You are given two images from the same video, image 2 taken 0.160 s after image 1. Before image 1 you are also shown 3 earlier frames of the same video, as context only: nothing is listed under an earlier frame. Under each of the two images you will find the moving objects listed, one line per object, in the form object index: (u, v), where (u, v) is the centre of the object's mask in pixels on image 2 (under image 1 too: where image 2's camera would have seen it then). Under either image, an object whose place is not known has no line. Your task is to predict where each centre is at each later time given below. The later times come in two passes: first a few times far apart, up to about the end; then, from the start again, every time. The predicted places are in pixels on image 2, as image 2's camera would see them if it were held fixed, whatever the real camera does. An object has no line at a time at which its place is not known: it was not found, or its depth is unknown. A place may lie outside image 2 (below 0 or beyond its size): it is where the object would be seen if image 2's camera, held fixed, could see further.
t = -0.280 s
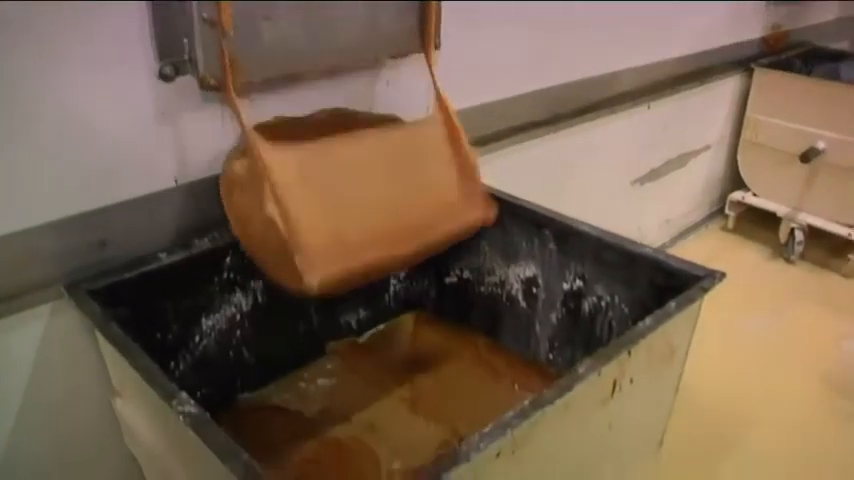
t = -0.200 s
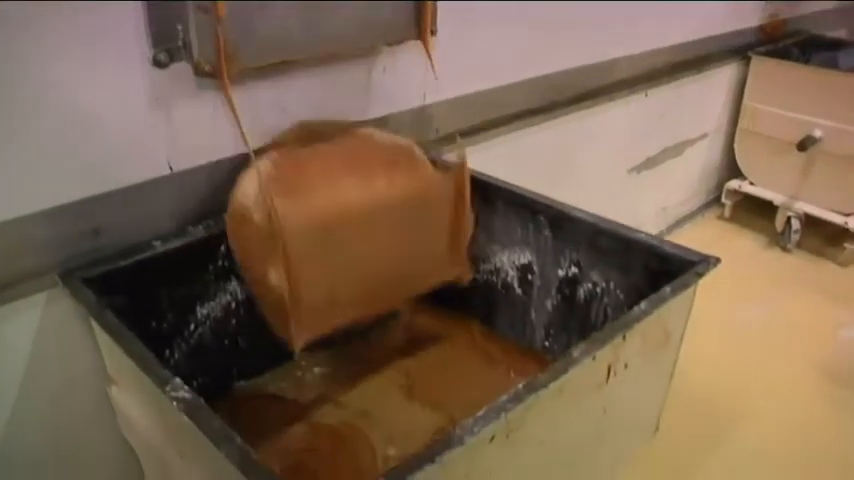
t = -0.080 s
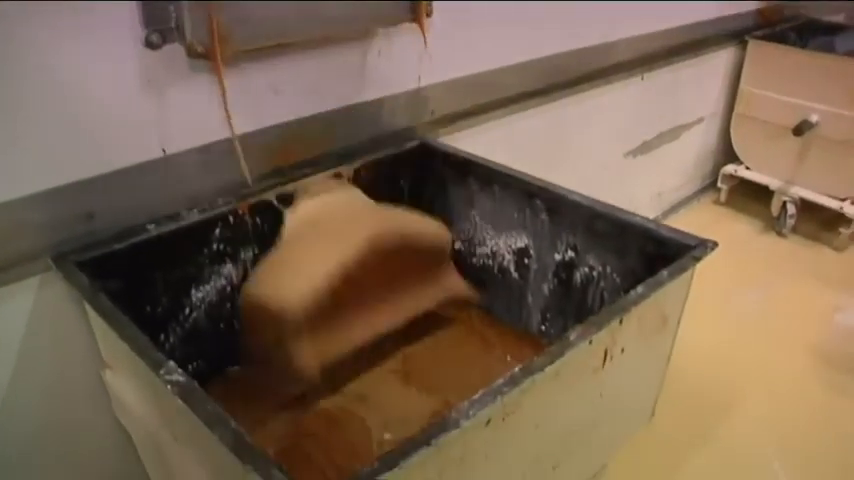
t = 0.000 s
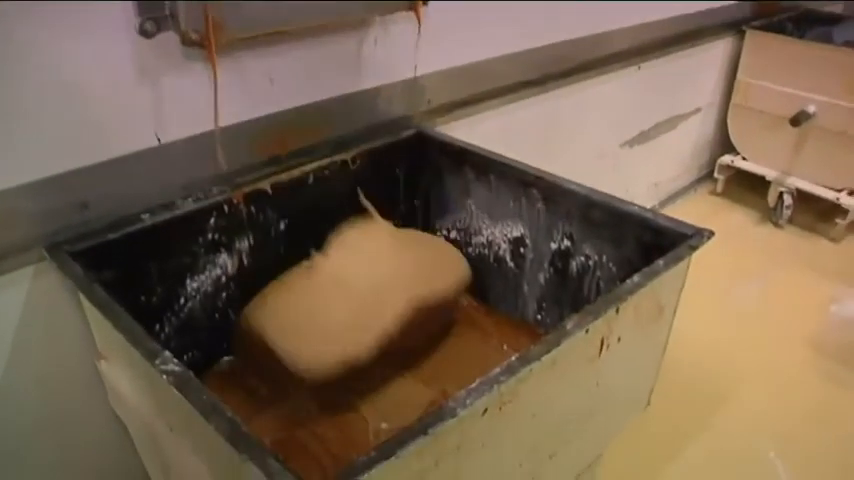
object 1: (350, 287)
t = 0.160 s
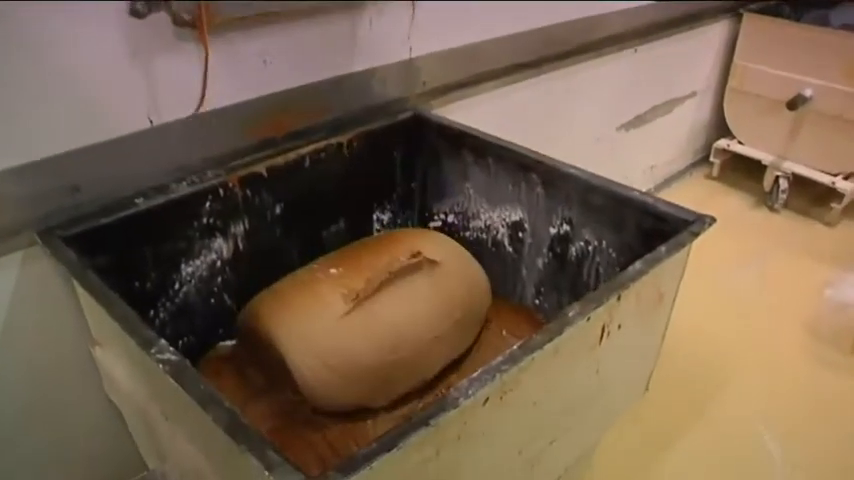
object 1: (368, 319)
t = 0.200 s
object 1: (369, 320)
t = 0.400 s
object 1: (364, 319)
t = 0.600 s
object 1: (364, 320)
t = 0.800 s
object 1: (364, 321)
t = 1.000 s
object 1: (365, 321)
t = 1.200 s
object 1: (364, 321)
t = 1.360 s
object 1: (364, 322)
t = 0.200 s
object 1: (369, 320)
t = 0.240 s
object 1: (368, 320)
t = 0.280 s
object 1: (366, 319)
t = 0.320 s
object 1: (363, 320)
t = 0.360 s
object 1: (364, 320)
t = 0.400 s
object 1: (364, 319)
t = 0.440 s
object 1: (364, 320)
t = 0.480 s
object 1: (365, 320)
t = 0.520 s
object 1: (364, 320)
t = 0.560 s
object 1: (364, 320)
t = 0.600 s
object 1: (364, 320)
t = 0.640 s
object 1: (365, 320)
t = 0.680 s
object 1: (364, 321)
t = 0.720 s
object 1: (364, 320)
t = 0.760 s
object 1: (364, 321)
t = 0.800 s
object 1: (364, 321)
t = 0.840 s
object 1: (364, 321)
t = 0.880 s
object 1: (365, 320)
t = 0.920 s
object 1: (365, 321)
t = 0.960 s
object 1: (365, 321)
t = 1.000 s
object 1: (365, 321)
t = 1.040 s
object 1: (365, 321)
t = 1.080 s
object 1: (365, 321)
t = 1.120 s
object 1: (364, 321)
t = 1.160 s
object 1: (364, 321)
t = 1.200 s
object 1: (364, 321)
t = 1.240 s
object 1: (364, 321)
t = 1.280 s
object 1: (364, 322)
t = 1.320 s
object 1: (364, 322)
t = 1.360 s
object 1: (364, 322)
